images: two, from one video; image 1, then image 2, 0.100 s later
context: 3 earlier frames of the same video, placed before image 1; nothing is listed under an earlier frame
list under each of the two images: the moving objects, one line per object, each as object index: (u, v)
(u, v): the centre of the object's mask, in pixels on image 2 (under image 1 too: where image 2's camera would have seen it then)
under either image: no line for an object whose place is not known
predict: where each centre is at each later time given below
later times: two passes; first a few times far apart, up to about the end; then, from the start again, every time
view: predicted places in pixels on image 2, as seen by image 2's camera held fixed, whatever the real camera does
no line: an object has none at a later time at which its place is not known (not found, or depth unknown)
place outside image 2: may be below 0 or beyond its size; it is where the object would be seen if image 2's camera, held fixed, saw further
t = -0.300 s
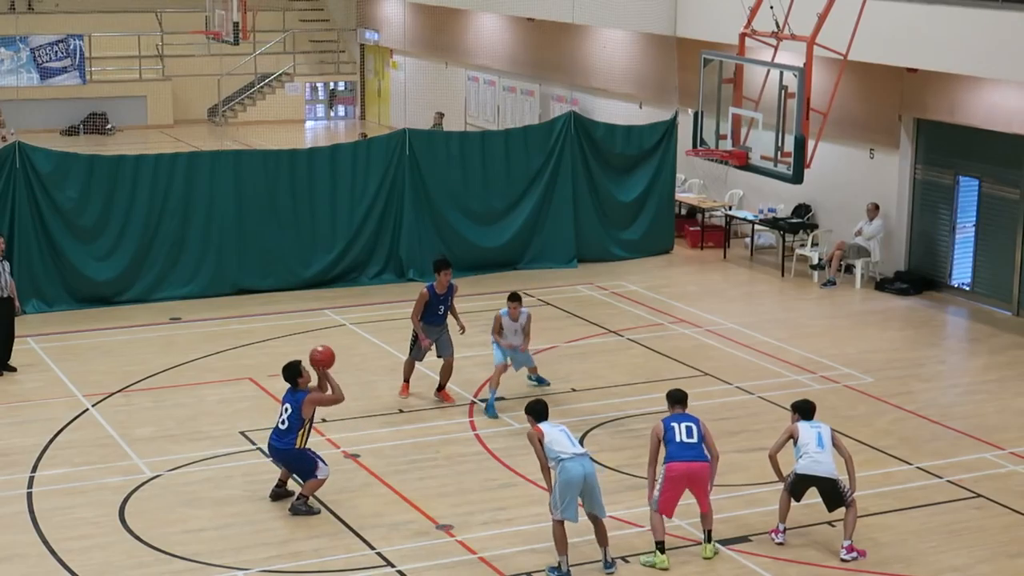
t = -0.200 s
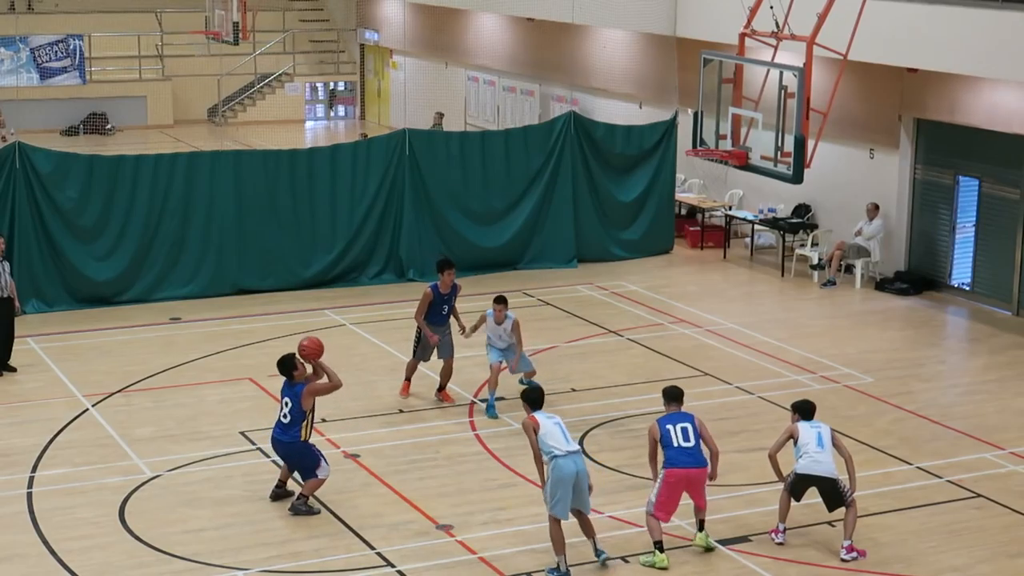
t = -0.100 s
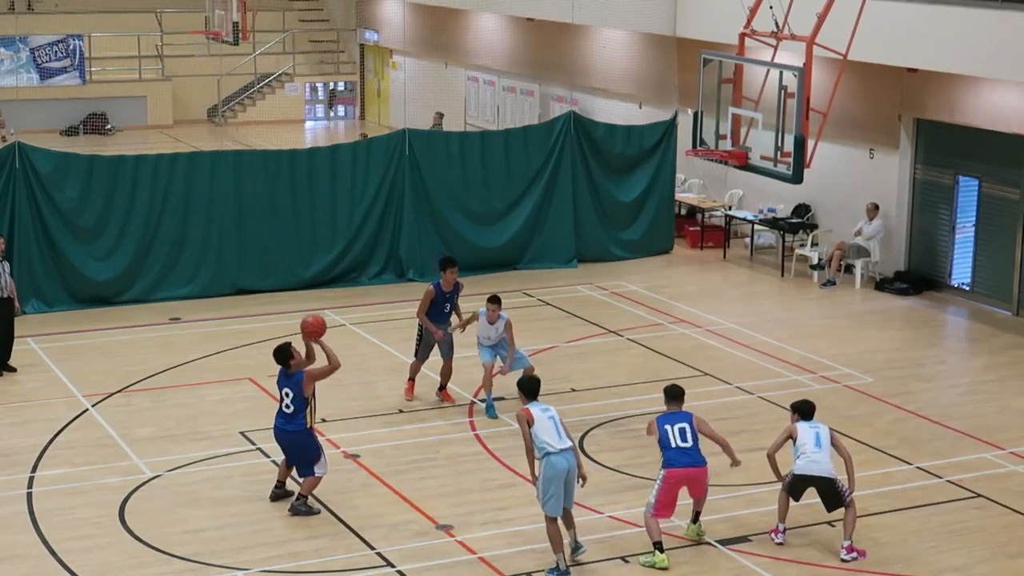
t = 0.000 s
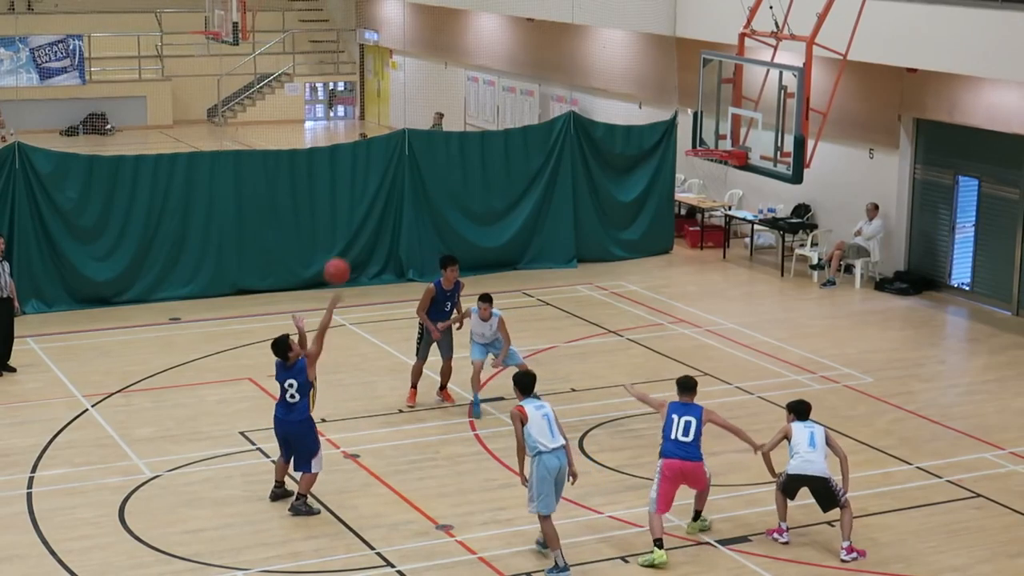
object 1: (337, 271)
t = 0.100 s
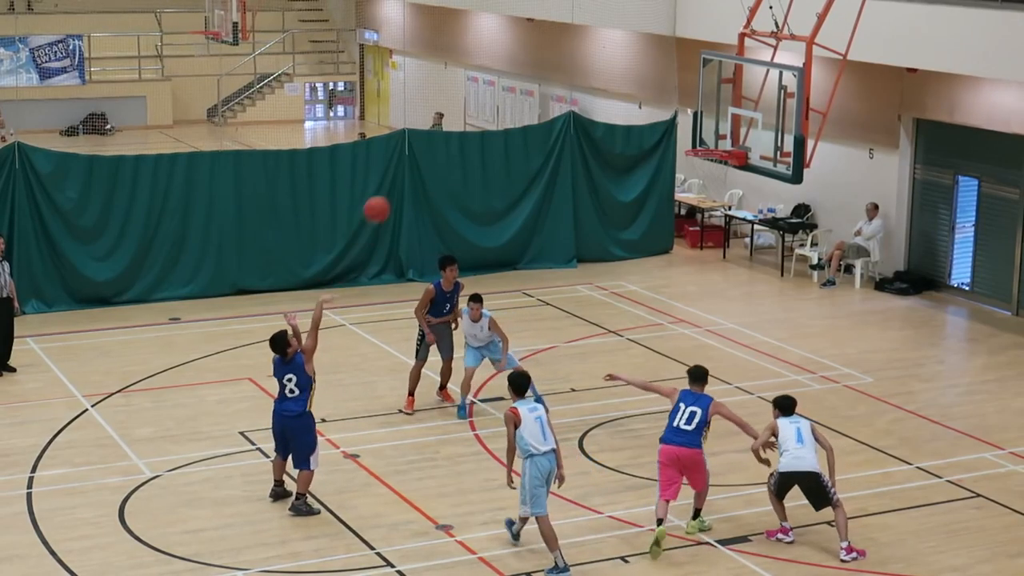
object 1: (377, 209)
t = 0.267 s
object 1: (443, 130)
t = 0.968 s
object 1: (694, 114)
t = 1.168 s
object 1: (702, 135)
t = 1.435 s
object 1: (653, 151)
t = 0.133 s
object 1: (390, 191)
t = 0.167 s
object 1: (403, 174)
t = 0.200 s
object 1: (416, 158)
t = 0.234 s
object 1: (430, 143)
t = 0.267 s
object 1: (443, 130)
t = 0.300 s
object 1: (455, 118)
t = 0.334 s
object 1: (468, 107)
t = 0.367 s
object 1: (480, 98)
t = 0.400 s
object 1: (493, 88)
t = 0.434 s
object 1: (506, 81)
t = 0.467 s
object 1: (518, 74)
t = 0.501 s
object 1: (531, 69)
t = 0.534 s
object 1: (543, 65)
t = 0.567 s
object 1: (555, 62)
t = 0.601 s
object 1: (567, 60)
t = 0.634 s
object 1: (579, 60)
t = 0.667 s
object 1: (591, 60)
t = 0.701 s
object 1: (603, 61)
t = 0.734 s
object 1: (615, 64)
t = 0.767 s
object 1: (626, 68)
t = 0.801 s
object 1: (637, 73)
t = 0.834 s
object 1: (649, 79)
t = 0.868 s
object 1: (660, 87)
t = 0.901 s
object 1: (671, 95)
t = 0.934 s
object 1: (682, 103)
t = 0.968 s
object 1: (694, 114)
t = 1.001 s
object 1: (705, 125)
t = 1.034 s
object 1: (715, 137)
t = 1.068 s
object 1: (721, 145)
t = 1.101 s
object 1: (715, 141)
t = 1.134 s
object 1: (709, 138)
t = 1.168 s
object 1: (702, 135)
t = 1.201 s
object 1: (696, 133)
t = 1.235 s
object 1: (689, 133)
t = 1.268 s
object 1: (683, 133)
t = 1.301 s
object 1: (677, 134)
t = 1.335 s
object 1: (671, 137)
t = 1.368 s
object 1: (665, 141)
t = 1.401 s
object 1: (659, 145)
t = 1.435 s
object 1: (653, 151)
